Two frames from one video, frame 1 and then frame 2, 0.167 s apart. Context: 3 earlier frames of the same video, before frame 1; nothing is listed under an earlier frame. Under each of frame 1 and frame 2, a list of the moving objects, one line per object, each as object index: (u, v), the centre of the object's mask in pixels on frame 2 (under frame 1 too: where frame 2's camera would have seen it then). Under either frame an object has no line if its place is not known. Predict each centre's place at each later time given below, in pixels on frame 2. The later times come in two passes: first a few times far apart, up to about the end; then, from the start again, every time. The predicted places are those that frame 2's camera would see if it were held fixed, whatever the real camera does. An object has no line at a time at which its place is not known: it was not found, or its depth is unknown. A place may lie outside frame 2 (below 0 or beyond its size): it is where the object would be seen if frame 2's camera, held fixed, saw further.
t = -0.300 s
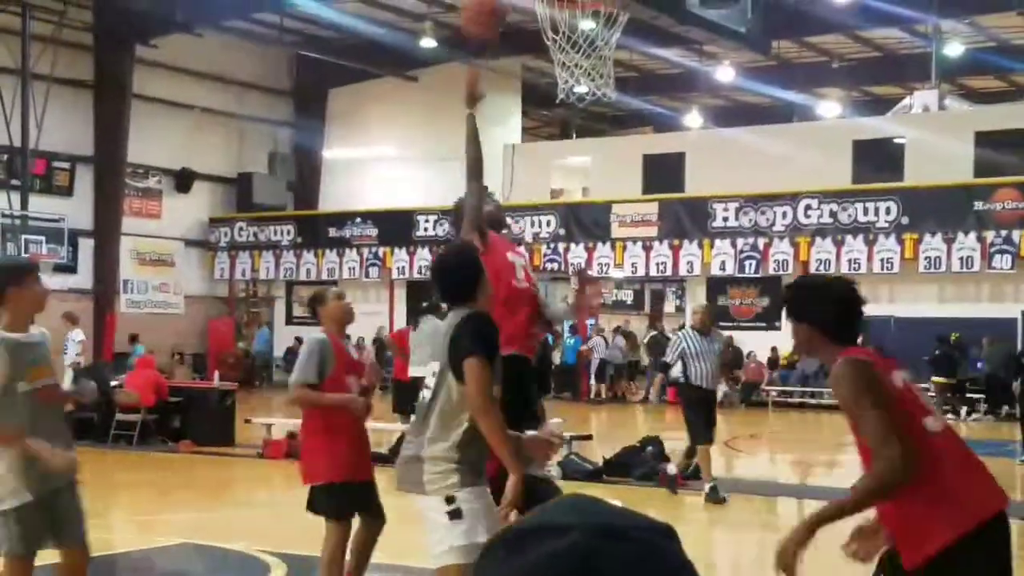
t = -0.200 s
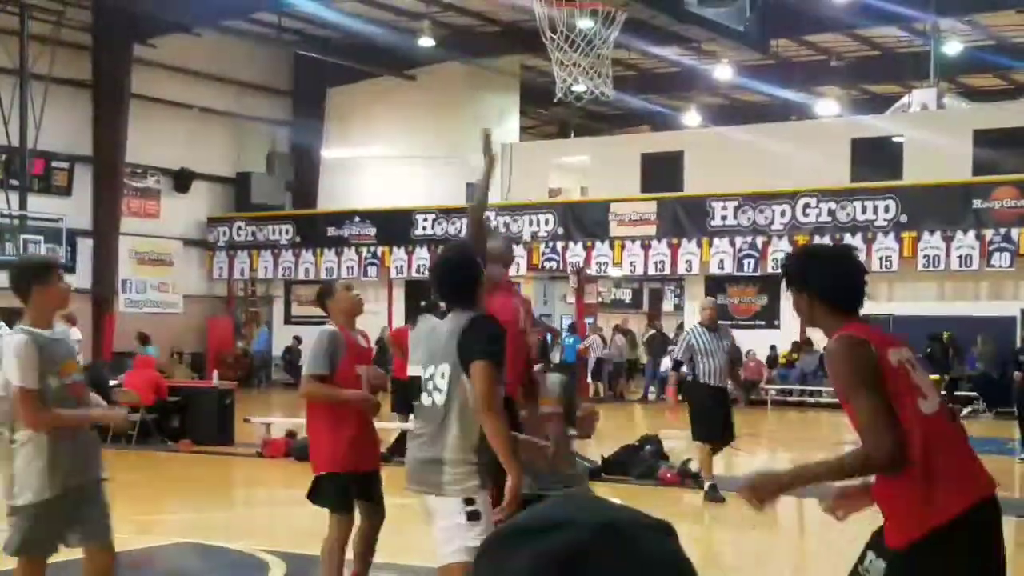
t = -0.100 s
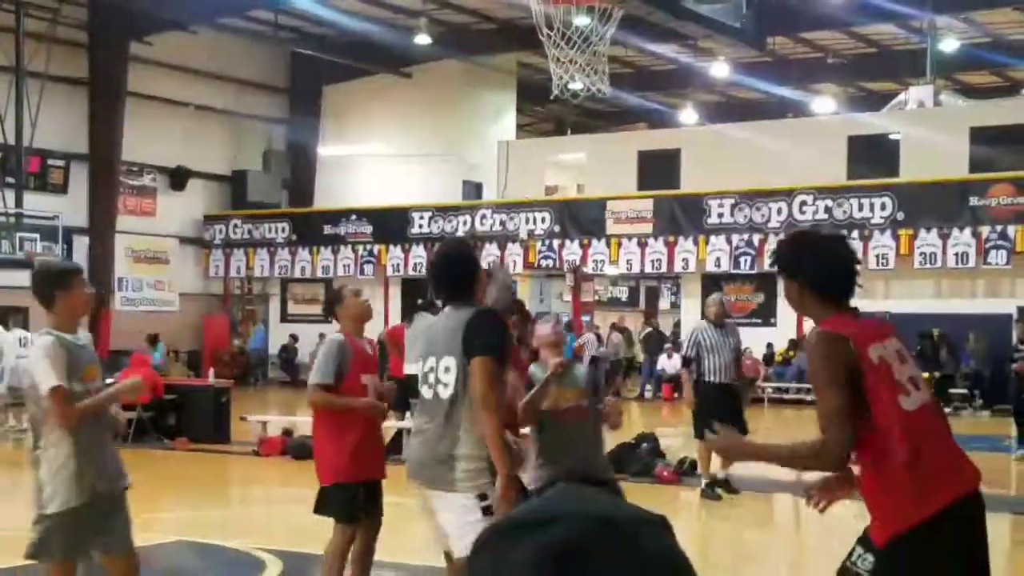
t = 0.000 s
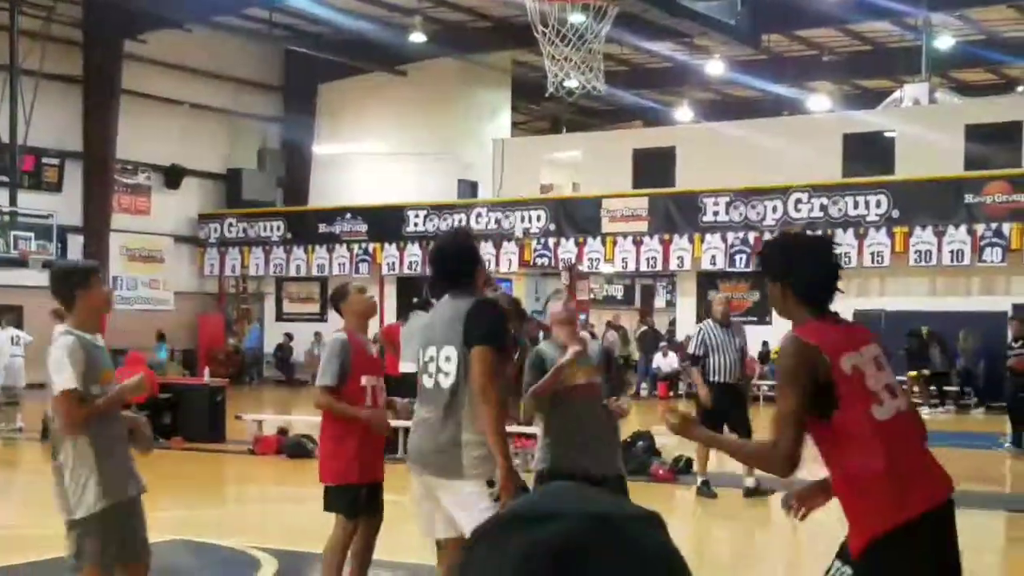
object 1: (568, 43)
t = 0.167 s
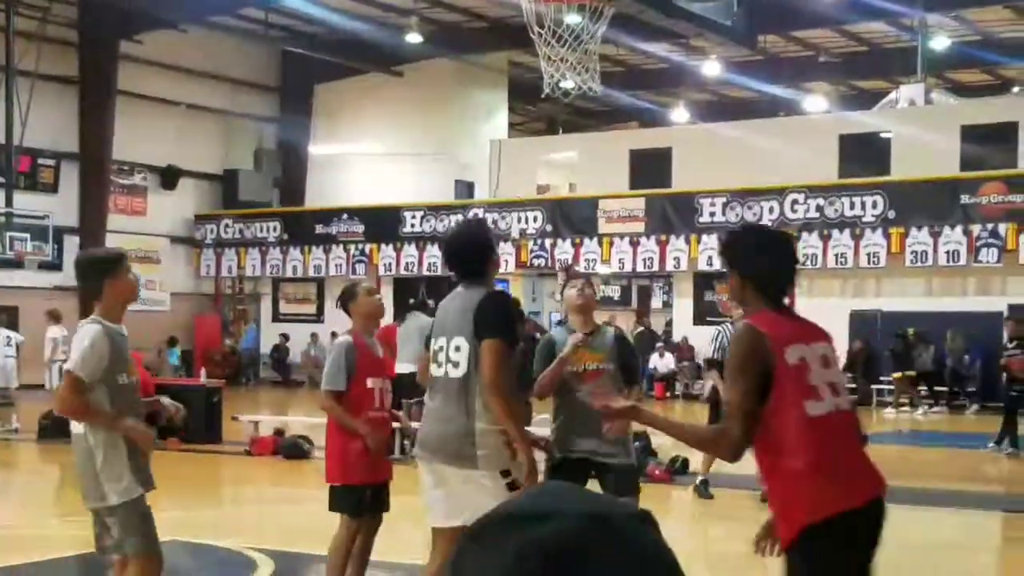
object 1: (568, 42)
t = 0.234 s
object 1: (568, 42)
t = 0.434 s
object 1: (549, 21)
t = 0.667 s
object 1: (557, 38)
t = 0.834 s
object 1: (574, 35)
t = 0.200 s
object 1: (567, 42)
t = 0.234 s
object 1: (568, 42)
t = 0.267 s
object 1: (568, 42)
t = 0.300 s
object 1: (568, 41)
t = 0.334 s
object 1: (564, 35)
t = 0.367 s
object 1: (560, 30)
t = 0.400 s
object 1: (554, 25)
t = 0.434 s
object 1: (549, 21)
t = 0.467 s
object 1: (545, 22)
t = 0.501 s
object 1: (545, 22)
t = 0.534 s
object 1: (547, 23)
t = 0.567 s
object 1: (550, 28)
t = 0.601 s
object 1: (553, 30)
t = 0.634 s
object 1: (555, 34)
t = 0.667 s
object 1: (557, 38)
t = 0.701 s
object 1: (560, 39)
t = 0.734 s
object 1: (564, 48)
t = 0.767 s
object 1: (568, 55)
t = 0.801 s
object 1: (572, 36)
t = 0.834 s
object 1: (574, 35)
